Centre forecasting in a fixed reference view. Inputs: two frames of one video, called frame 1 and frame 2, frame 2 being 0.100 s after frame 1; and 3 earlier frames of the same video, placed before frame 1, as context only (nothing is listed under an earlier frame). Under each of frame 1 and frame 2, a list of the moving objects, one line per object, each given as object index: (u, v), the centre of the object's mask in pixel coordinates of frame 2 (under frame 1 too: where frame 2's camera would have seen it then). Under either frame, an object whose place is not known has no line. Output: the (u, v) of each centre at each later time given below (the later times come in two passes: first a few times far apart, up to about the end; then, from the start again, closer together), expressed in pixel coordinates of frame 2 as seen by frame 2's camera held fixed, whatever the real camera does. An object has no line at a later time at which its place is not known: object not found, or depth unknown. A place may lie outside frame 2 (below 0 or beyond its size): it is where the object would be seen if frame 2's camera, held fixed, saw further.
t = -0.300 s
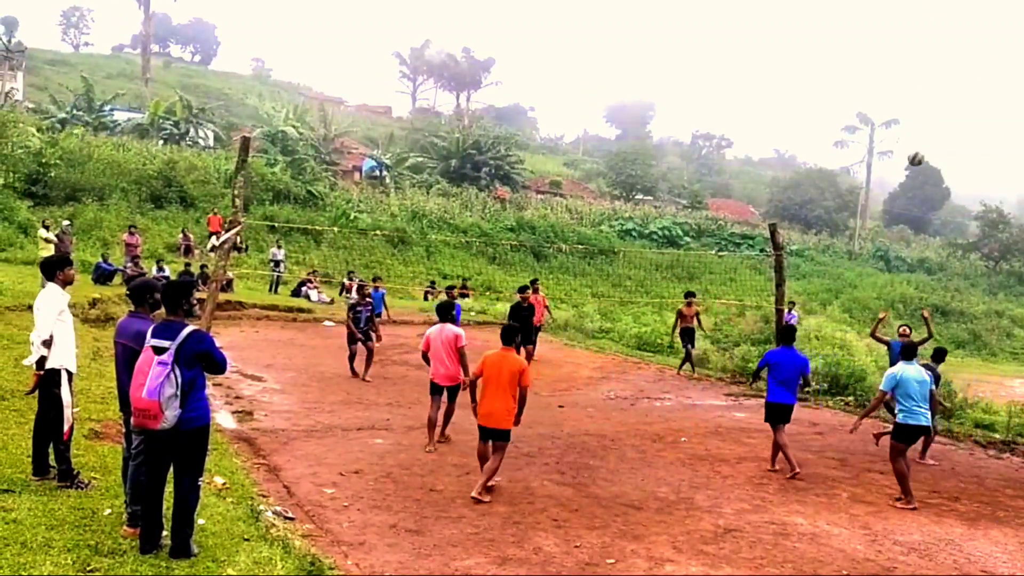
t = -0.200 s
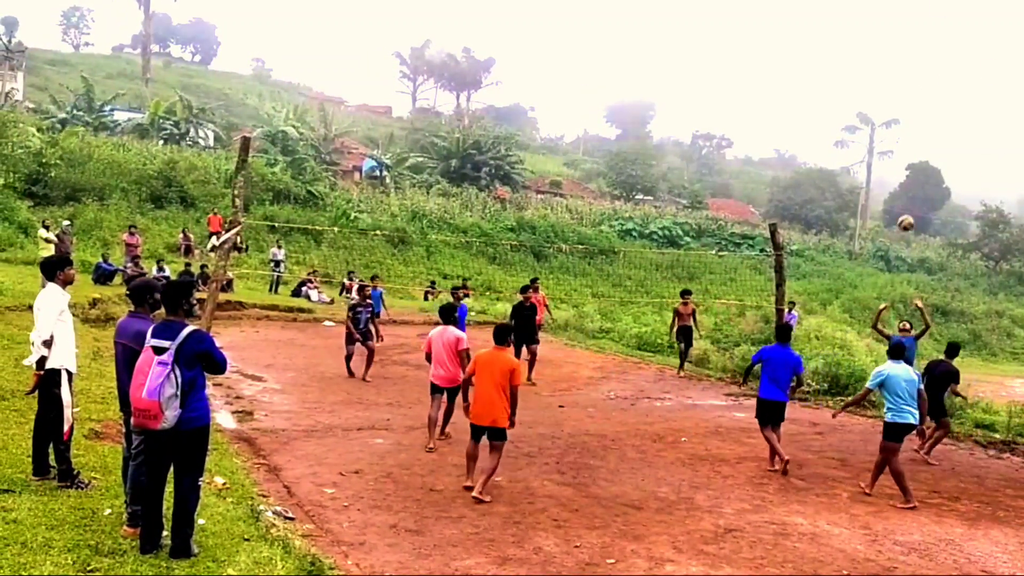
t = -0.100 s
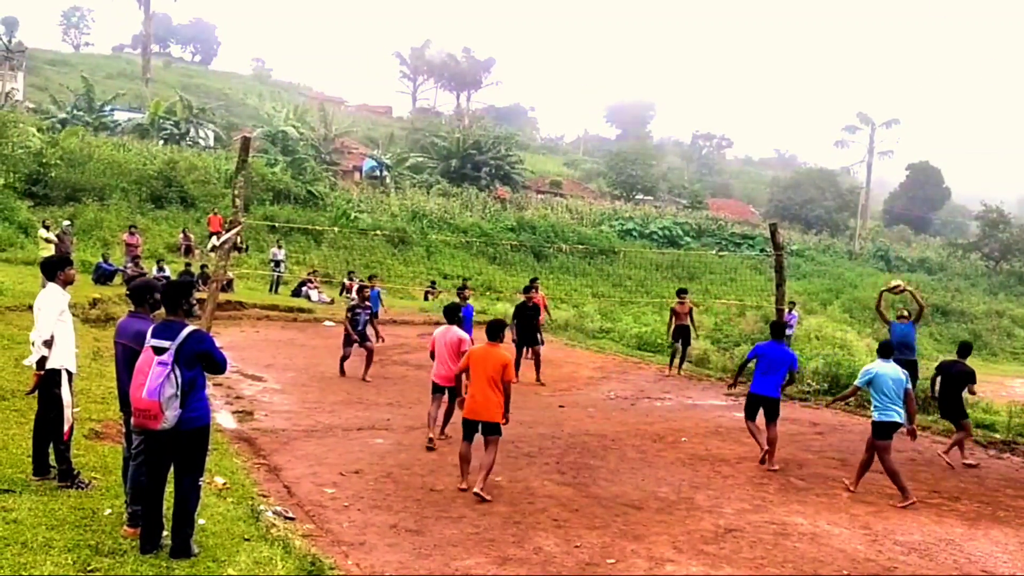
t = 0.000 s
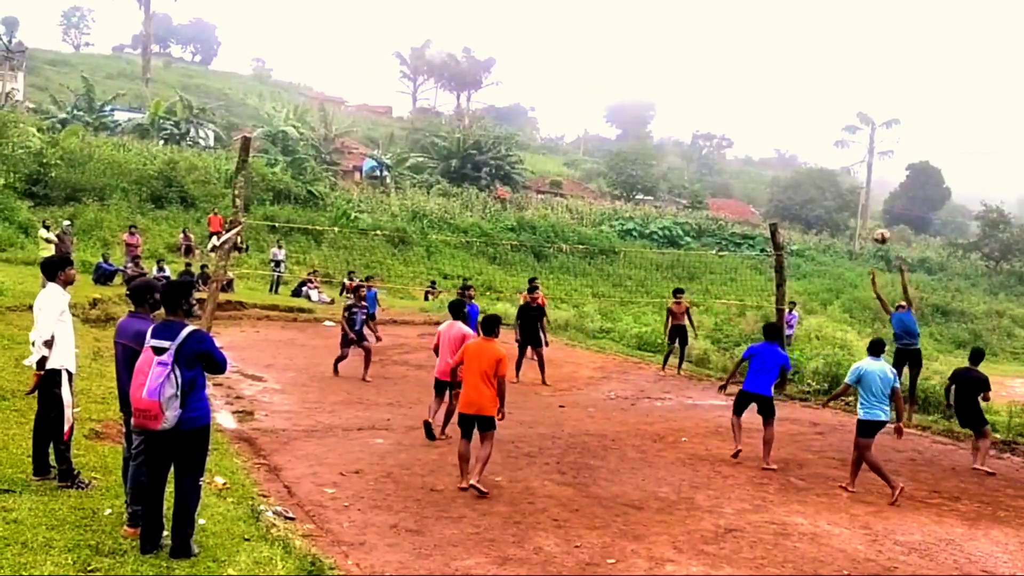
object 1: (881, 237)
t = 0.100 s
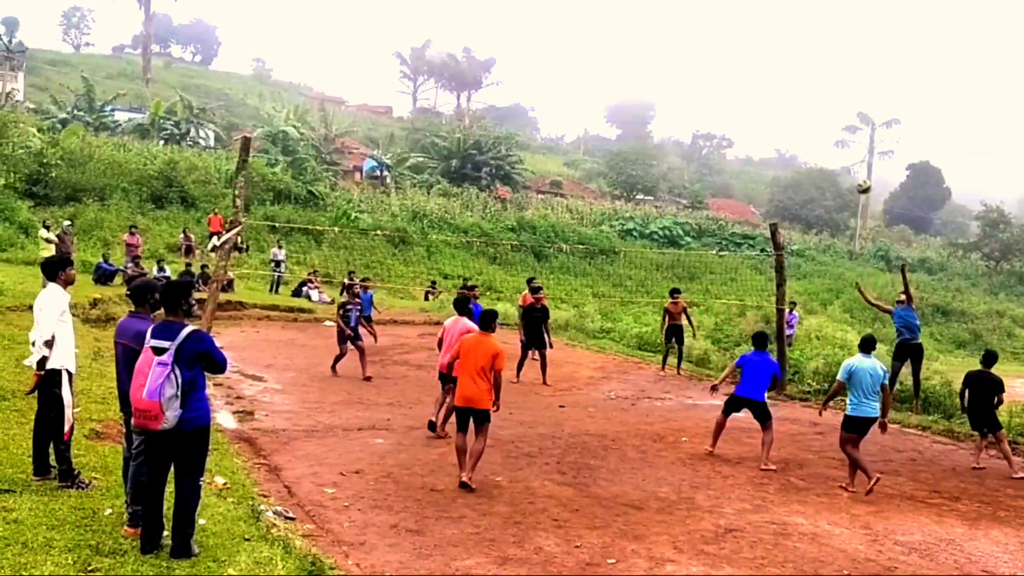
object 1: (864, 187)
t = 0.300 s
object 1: (826, 111)
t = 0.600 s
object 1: (770, 48)
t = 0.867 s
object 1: (719, 45)
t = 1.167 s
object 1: (663, 95)
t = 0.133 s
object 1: (857, 172)
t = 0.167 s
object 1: (852, 158)
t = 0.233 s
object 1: (839, 133)
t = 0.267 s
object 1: (833, 121)
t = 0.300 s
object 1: (826, 111)
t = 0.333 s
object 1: (820, 101)
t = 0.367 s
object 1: (814, 91)
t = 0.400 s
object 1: (808, 83)
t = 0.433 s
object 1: (801, 75)
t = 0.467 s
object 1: (795, 69)
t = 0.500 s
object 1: (789, 63)
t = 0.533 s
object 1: (783, 57)
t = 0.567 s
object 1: (776, 52)
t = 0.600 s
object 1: (770, 48)
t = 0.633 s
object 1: (763, 46)
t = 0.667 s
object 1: (757, 43)
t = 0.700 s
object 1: (751, 42)
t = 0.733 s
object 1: (745, 41)
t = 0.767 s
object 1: (739, 41)
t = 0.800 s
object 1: (732, 41)
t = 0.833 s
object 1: (726, 43)
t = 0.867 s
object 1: (719, 45)
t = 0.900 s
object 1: (713, 48)
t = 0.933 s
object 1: (707, 51)
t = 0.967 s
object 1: (701, 55)
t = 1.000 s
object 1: (694, 60)
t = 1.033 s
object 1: (688, 65)
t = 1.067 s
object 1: (682, 72)
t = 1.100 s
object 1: (675, 79)
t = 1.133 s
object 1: (669, 87)
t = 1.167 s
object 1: (663, 95)
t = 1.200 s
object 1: (656, 104)
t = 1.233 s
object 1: (650, 112)
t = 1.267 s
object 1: (644, 123)
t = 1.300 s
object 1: (638, 133)
